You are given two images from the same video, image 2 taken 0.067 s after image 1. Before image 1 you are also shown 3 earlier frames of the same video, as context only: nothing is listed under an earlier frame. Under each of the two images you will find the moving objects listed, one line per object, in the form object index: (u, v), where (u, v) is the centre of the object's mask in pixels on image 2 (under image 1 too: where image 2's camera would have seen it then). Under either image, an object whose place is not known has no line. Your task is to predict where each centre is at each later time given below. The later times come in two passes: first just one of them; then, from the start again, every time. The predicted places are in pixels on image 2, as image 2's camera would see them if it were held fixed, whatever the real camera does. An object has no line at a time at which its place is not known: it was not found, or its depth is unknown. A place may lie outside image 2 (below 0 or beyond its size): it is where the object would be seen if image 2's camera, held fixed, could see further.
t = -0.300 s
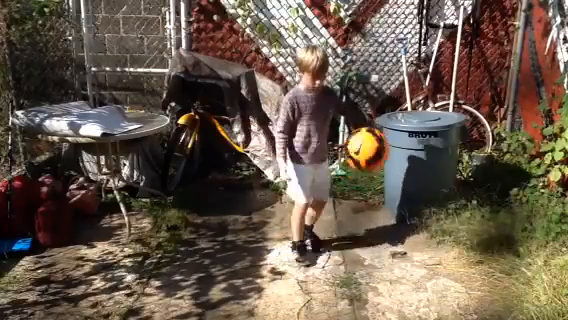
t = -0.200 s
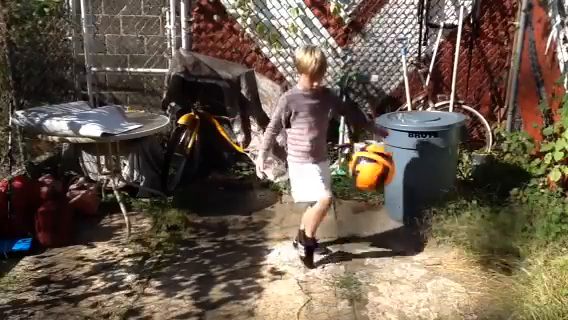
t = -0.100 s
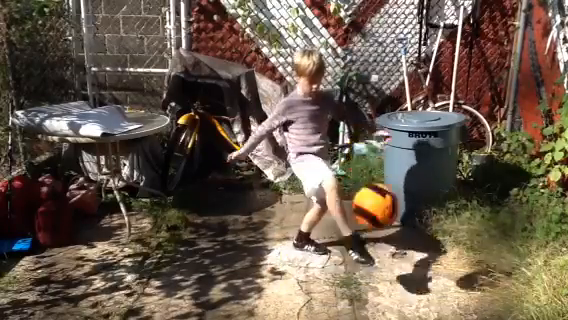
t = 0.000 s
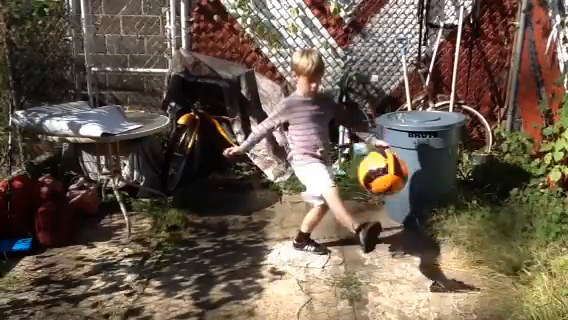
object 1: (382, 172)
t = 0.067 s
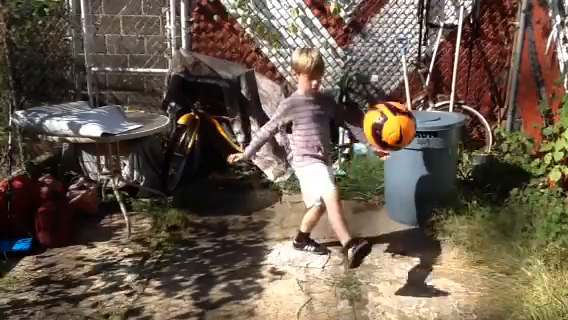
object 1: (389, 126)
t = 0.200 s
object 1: (404, 43)
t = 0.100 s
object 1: (392, 104)
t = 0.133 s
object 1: (396, 83)
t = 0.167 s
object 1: (401, 63)
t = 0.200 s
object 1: (404, 43)
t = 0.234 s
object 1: (409, 26)
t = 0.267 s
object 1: (413, 18)
